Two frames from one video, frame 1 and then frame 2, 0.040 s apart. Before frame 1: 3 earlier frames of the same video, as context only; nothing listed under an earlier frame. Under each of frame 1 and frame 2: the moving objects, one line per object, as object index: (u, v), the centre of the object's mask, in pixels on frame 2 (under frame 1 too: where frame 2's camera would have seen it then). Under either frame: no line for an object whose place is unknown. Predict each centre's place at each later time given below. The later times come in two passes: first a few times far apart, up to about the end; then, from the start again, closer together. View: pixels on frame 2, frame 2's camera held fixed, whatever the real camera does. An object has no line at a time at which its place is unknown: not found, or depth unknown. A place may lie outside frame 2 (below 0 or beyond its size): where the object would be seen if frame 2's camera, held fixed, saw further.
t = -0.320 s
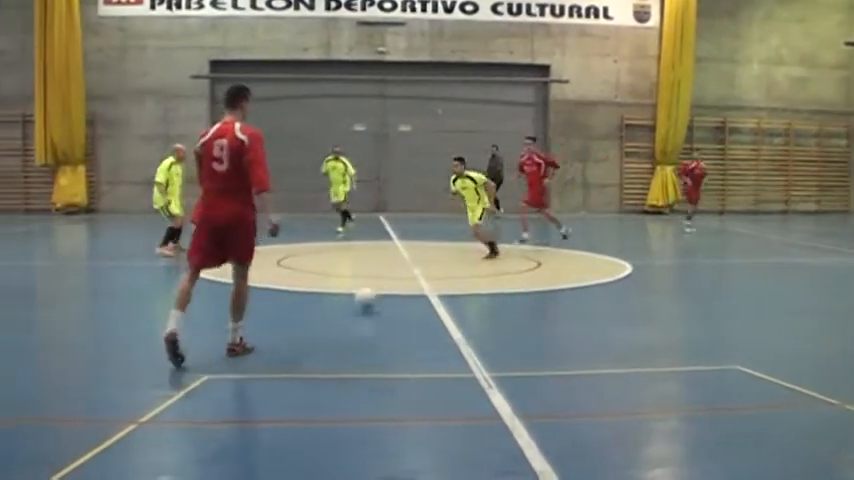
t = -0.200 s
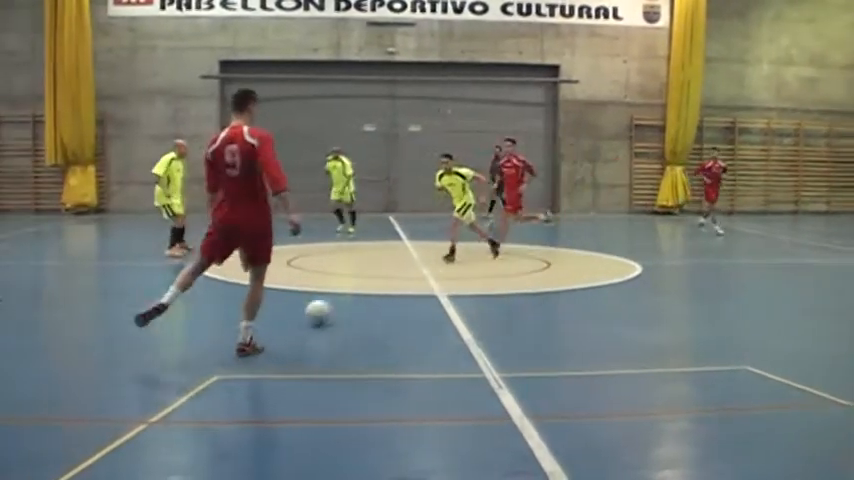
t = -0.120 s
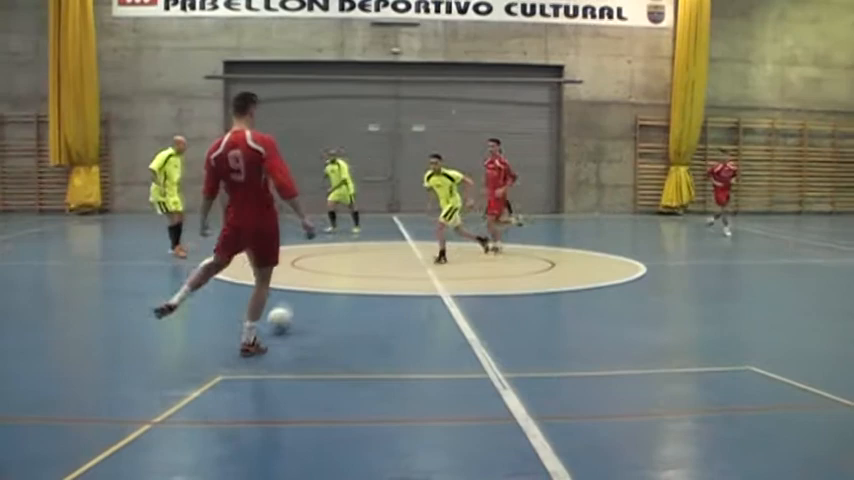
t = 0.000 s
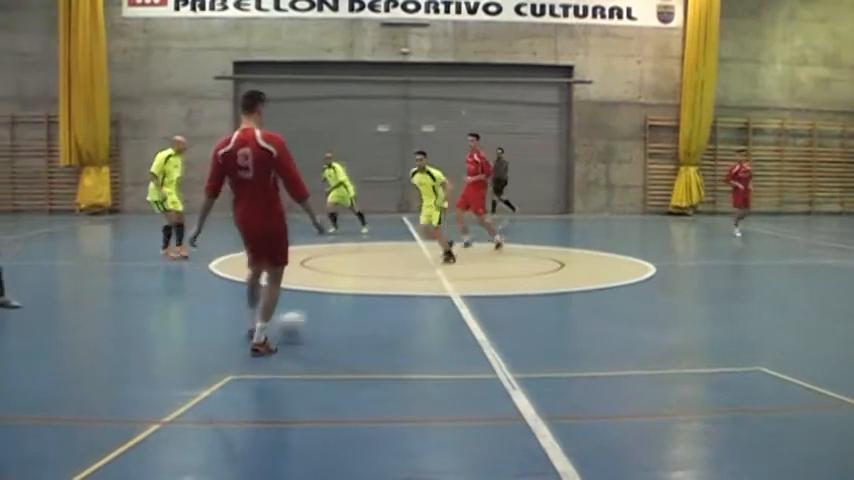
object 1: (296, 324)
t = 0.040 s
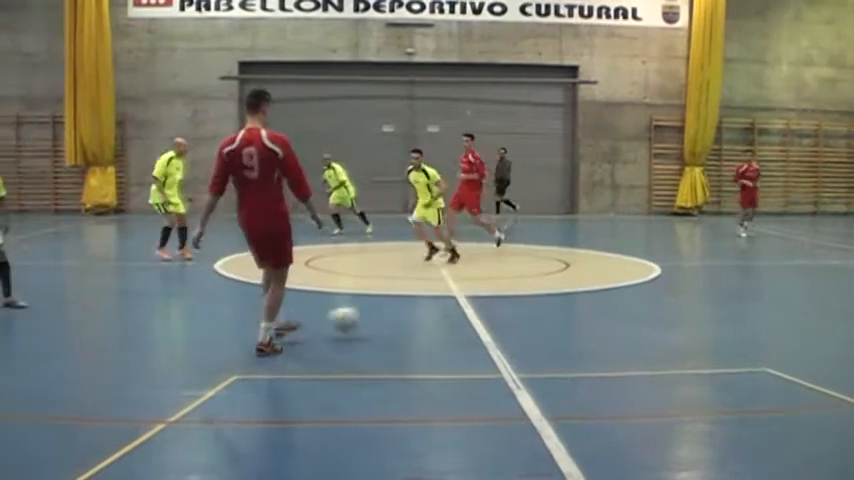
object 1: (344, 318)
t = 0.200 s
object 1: (522, 315)
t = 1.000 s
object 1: (997, 294)
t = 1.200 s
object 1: (1076, 291)
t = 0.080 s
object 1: (391, 314)
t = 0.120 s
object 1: (437, 314)
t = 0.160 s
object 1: (483, 314)
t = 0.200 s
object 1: (522, 315)
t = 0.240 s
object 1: (559, 311)
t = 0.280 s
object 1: (596, 311)
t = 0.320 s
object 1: (631, 310)
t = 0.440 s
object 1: (718, 306)
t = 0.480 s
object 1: (743, 304)
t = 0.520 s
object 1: (767, 302)
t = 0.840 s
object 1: (925, 296)
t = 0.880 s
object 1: (944, 295)
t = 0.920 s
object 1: (963, 296)
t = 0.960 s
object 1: (980, 294)
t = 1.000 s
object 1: (997, 294)
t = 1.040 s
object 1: (1013, 293)
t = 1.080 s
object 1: (1029, 292)
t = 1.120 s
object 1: (1045, 292)
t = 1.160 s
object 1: (1060, 292)
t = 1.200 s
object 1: (1076, 291)
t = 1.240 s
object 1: (1091, 290)
